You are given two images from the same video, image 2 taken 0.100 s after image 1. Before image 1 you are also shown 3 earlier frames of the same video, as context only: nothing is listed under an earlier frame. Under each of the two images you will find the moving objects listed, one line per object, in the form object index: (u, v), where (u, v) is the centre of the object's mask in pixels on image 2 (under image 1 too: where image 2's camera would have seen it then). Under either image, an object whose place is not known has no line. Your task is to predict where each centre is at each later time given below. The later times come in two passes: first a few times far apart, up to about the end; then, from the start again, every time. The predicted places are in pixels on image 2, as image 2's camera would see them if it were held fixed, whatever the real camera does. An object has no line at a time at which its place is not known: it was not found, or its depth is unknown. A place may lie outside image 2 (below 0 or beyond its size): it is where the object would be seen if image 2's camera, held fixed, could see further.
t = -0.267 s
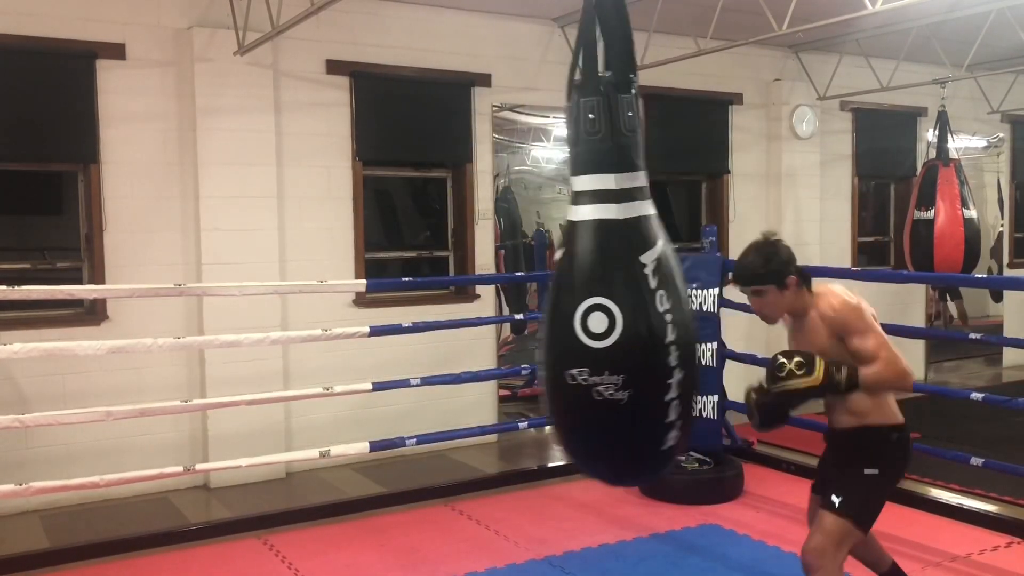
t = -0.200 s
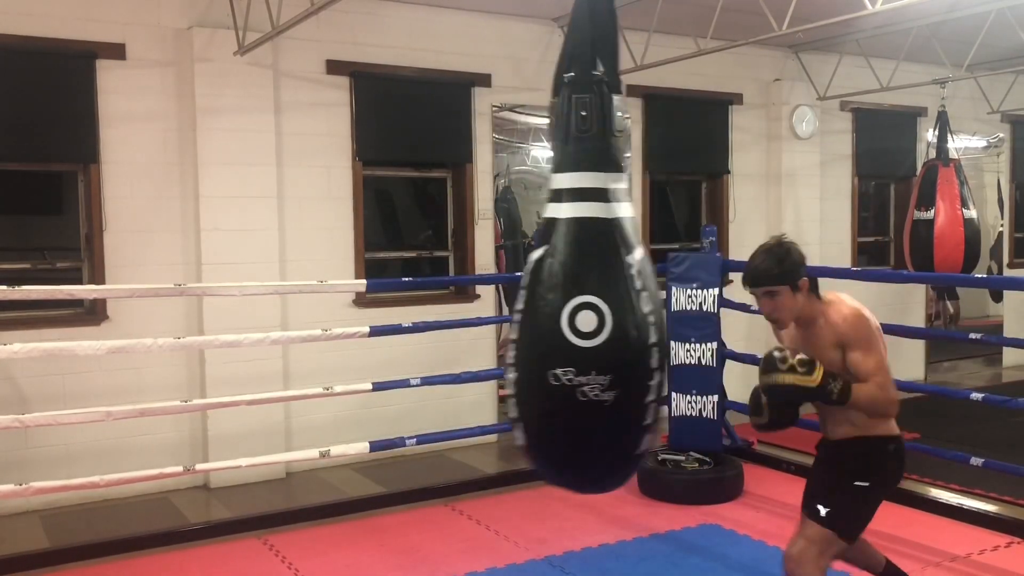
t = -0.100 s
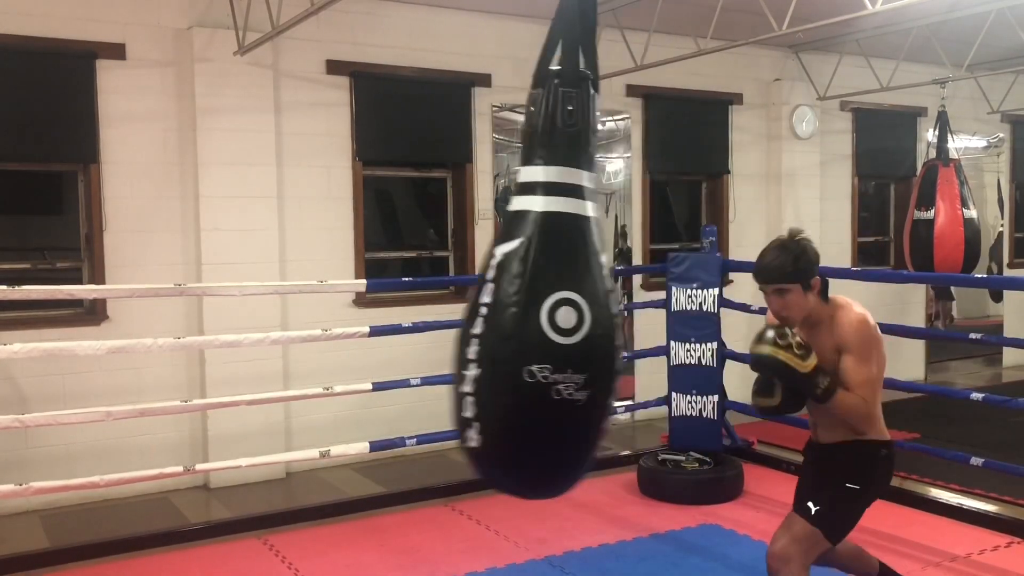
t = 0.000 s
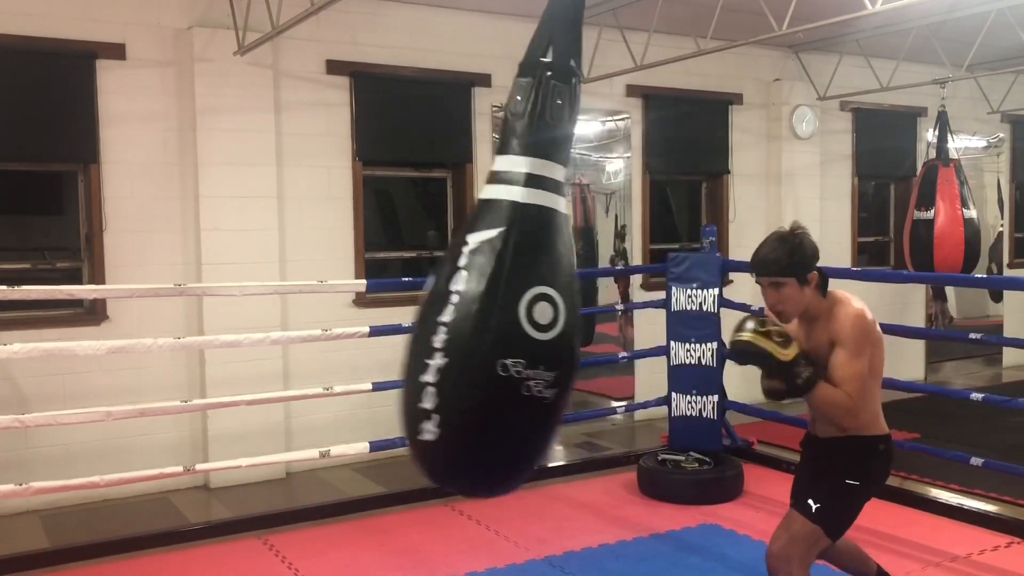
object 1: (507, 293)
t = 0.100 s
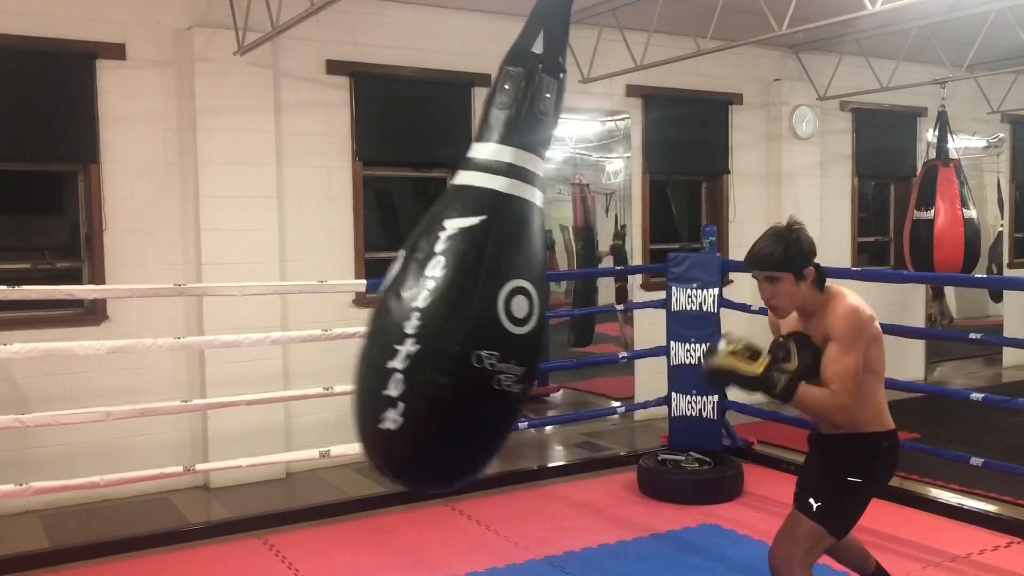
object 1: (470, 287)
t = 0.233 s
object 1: (437, 281)
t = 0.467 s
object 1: (428, 277)
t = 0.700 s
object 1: (481, 293)
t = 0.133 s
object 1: (460, 287)
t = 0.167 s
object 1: (452, 283)
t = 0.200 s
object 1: (444, 283)
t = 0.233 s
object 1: (437, 281)
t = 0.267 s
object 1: (431, 277)
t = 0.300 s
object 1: (428, 276)
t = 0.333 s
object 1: (426, 276)
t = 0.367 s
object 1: (424, 276)
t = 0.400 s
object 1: (423, 274)
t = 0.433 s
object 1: (423, 276)
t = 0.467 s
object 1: (428, 277)
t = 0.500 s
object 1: (432, 278)
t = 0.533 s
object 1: (435, 281)
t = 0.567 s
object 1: (441, 283)
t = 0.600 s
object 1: (449, 286)
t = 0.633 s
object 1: (461, 289)
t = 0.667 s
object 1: (469, 290)
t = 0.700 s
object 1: (481, 293)
